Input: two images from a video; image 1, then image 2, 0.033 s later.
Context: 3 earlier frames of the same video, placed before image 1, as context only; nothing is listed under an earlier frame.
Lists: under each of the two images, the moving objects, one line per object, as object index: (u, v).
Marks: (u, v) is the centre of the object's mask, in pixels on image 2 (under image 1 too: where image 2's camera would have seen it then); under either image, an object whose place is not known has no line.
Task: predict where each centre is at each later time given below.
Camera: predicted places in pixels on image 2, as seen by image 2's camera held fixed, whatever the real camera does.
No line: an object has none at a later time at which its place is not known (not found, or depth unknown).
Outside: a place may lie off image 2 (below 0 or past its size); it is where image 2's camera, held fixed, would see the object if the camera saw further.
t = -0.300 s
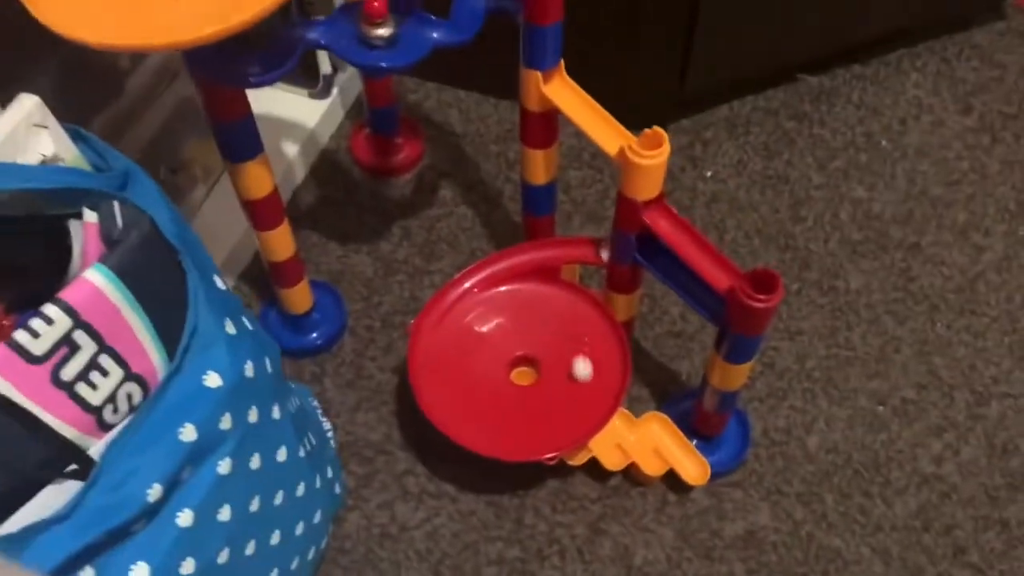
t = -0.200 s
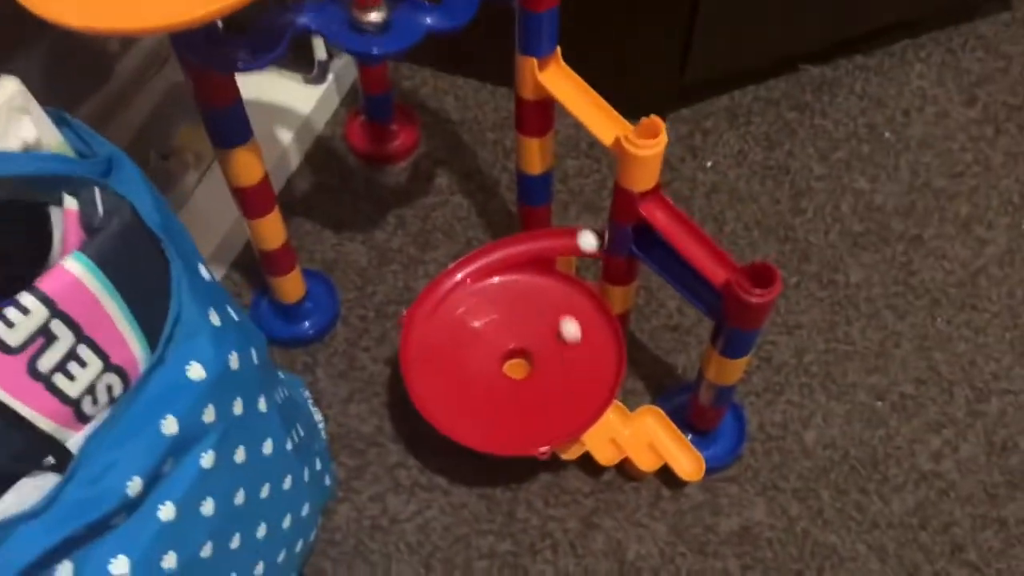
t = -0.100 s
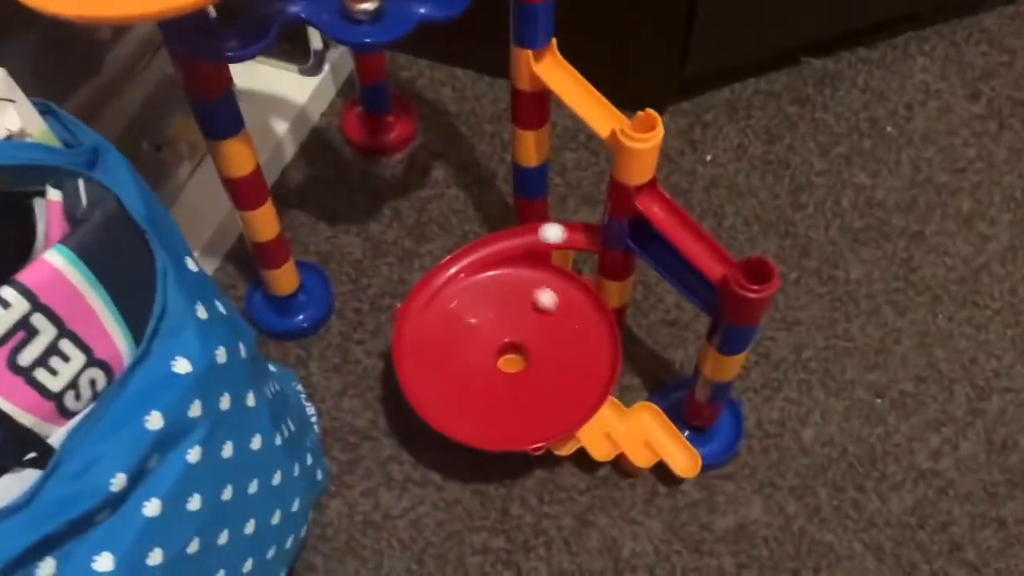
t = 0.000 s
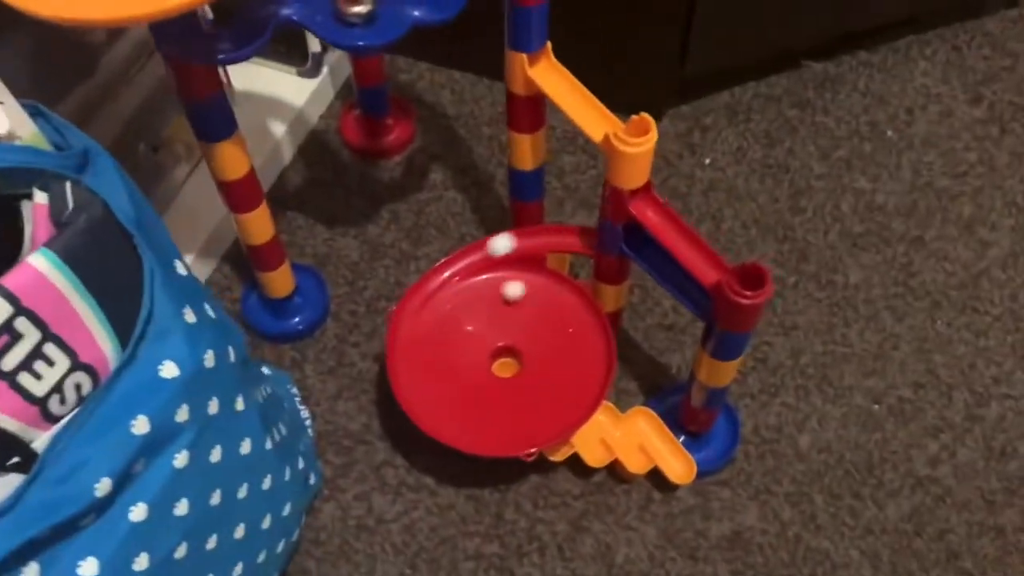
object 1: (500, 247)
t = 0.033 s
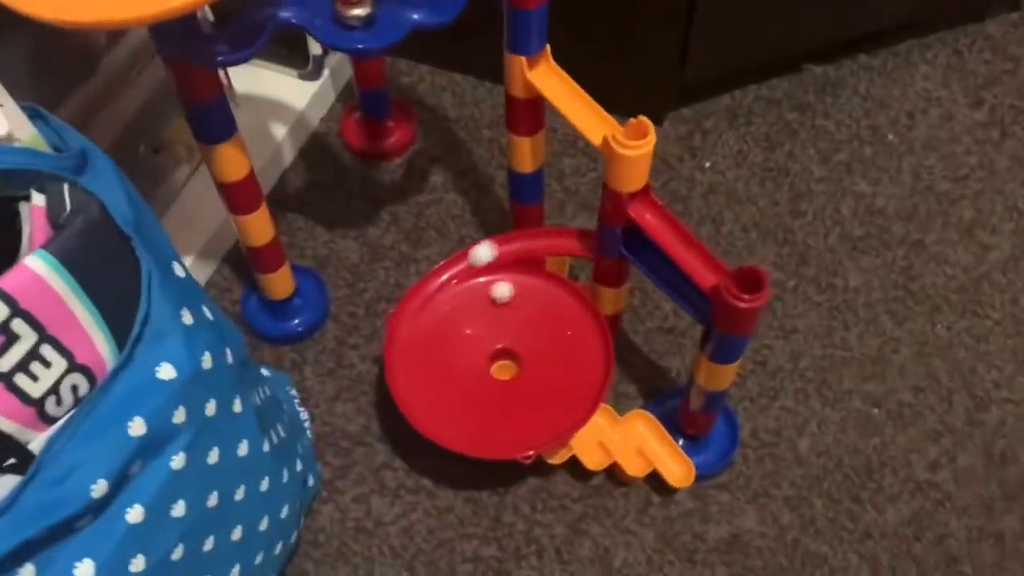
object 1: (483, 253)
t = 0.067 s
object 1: (464, 262)
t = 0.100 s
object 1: (446, 272)
